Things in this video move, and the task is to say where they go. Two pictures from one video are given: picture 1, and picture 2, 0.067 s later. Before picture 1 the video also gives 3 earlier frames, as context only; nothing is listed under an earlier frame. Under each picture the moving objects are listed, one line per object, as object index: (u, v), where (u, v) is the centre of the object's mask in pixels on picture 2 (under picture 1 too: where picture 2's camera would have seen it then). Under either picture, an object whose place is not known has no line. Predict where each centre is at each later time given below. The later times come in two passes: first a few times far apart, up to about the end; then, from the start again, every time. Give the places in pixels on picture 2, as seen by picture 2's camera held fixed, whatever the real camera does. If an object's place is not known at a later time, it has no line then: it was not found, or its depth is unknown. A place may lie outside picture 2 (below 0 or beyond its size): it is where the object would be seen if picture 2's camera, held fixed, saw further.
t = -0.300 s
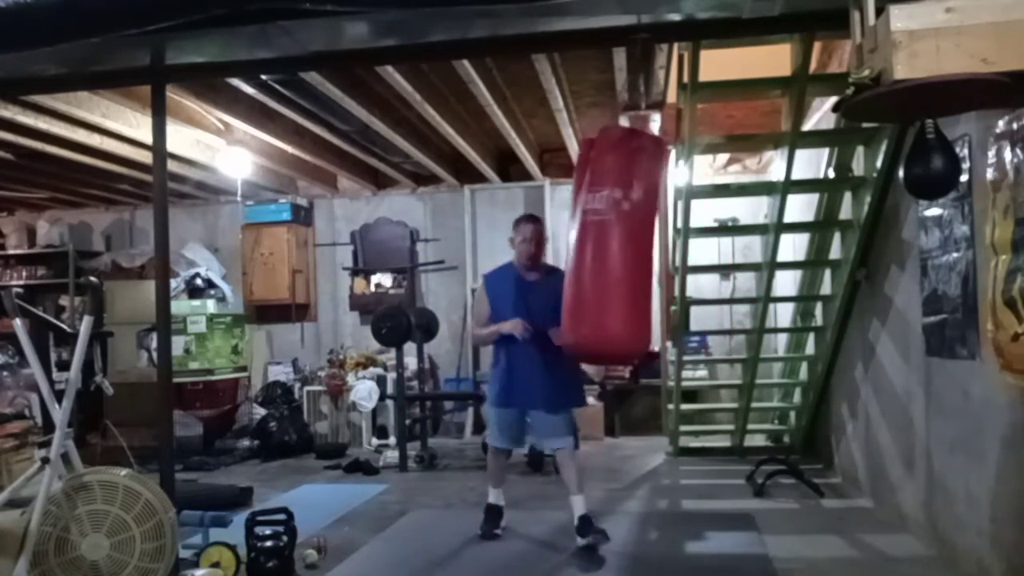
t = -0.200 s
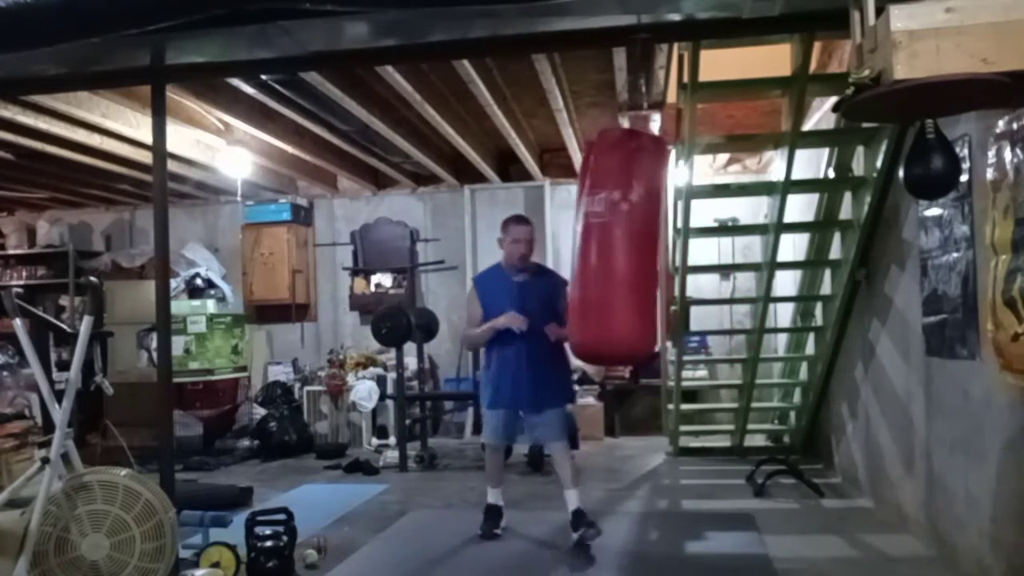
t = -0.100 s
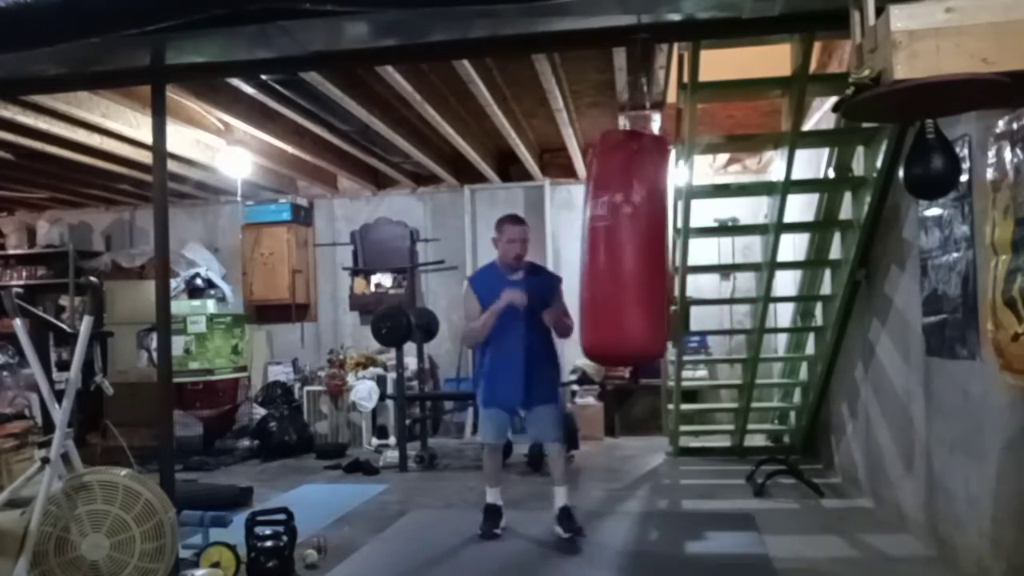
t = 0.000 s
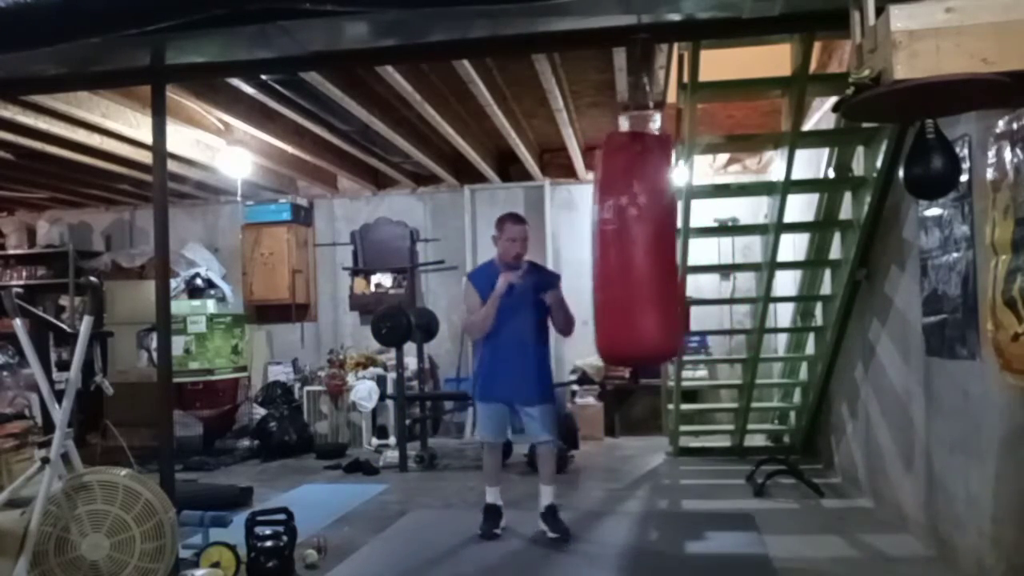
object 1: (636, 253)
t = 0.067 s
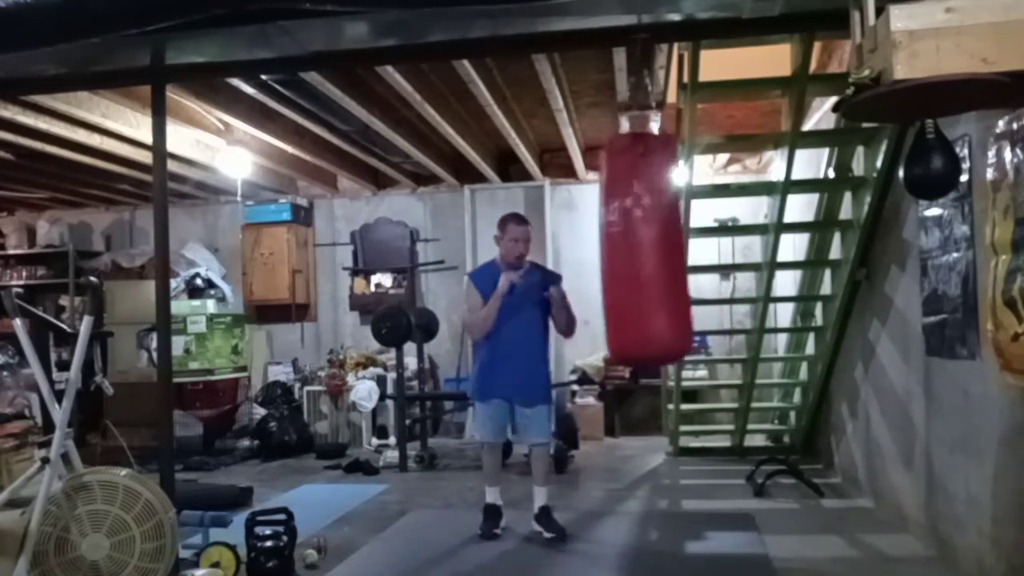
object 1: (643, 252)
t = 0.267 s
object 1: (668, 251)
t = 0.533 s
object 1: (690, 247)
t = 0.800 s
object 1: (690, 247)
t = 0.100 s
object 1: (647, 252)
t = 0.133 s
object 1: (652, 252)
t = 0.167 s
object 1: (656, 252)
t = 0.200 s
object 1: (659, 251)
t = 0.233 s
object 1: (664, 251)
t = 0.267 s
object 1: (668, 251)
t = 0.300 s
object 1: (672, 251)
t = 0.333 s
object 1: (675, 250)
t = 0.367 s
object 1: (678, 249)
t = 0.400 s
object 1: (681, 249)
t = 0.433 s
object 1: (684, 248)
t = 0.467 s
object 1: (686, 248)
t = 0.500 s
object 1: (689, 248)
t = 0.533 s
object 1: (690, 247)
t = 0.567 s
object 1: (691, 247)
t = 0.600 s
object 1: (692, 247)
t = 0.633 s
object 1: (692, 247)
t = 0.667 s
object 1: (693, 247)
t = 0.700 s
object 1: (692, 247)
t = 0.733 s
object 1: (692, 247)
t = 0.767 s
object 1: (691, 247)
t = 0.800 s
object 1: (690, 247)
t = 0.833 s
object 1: (688, 247)
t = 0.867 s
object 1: (685, 247)
